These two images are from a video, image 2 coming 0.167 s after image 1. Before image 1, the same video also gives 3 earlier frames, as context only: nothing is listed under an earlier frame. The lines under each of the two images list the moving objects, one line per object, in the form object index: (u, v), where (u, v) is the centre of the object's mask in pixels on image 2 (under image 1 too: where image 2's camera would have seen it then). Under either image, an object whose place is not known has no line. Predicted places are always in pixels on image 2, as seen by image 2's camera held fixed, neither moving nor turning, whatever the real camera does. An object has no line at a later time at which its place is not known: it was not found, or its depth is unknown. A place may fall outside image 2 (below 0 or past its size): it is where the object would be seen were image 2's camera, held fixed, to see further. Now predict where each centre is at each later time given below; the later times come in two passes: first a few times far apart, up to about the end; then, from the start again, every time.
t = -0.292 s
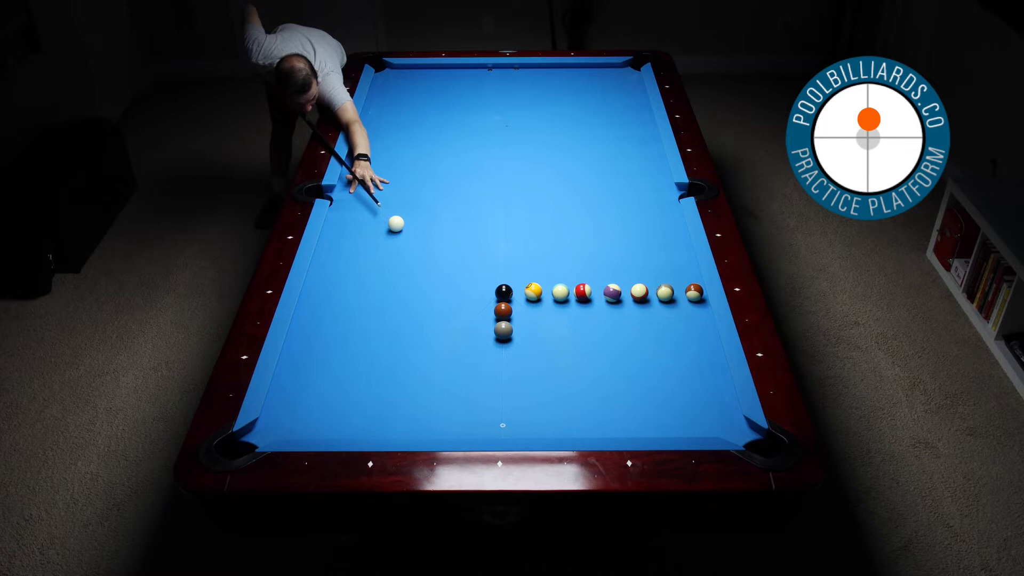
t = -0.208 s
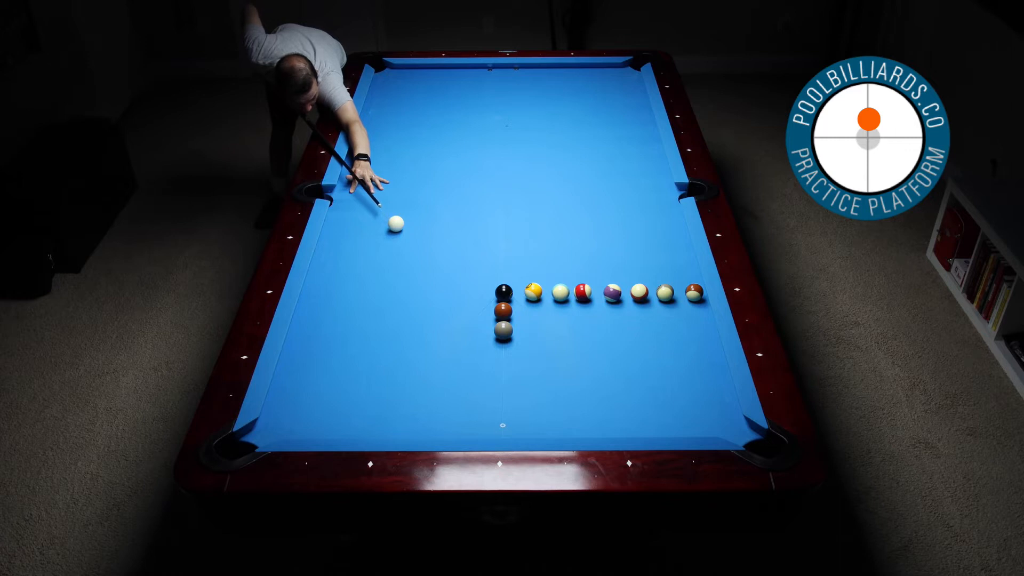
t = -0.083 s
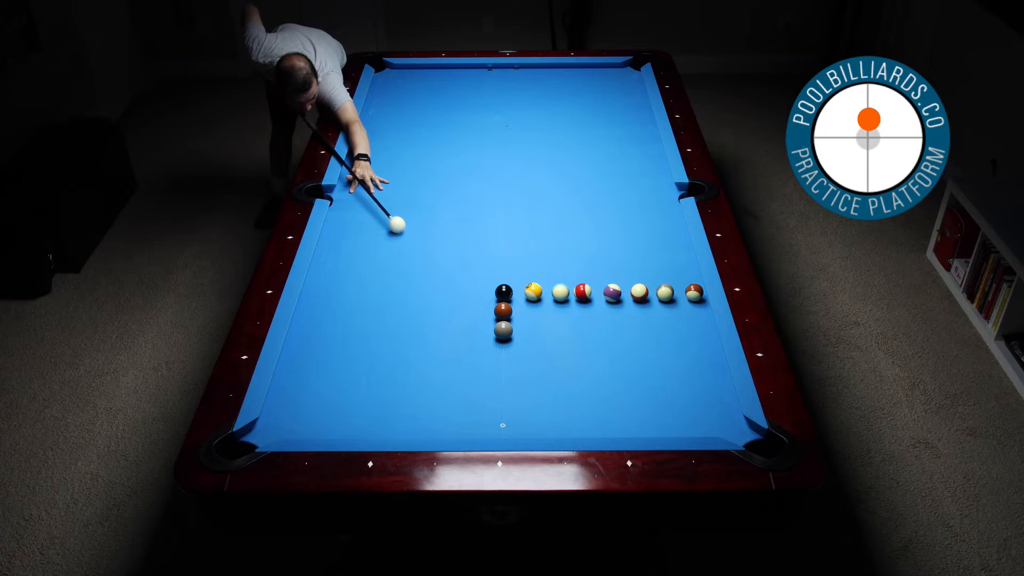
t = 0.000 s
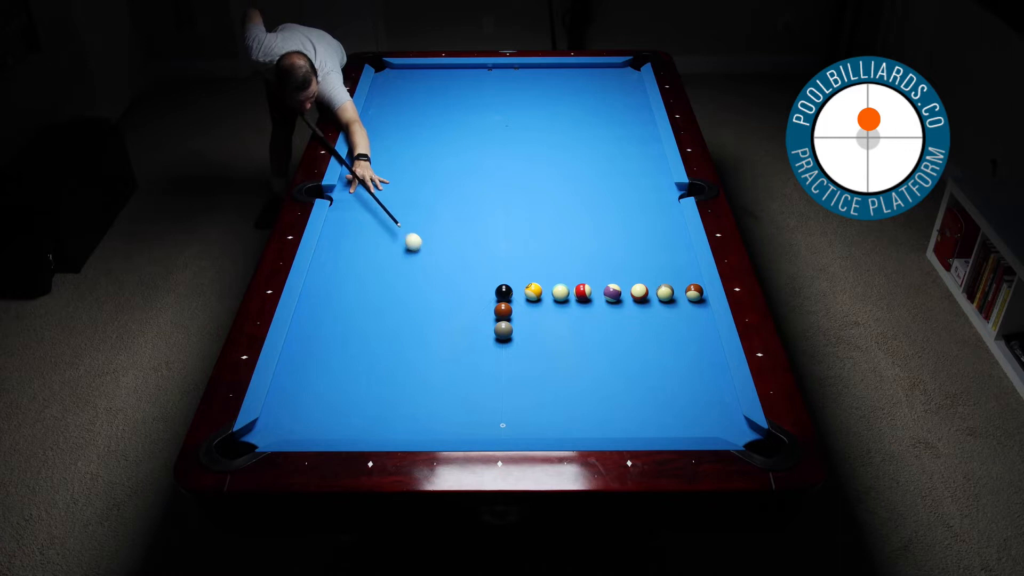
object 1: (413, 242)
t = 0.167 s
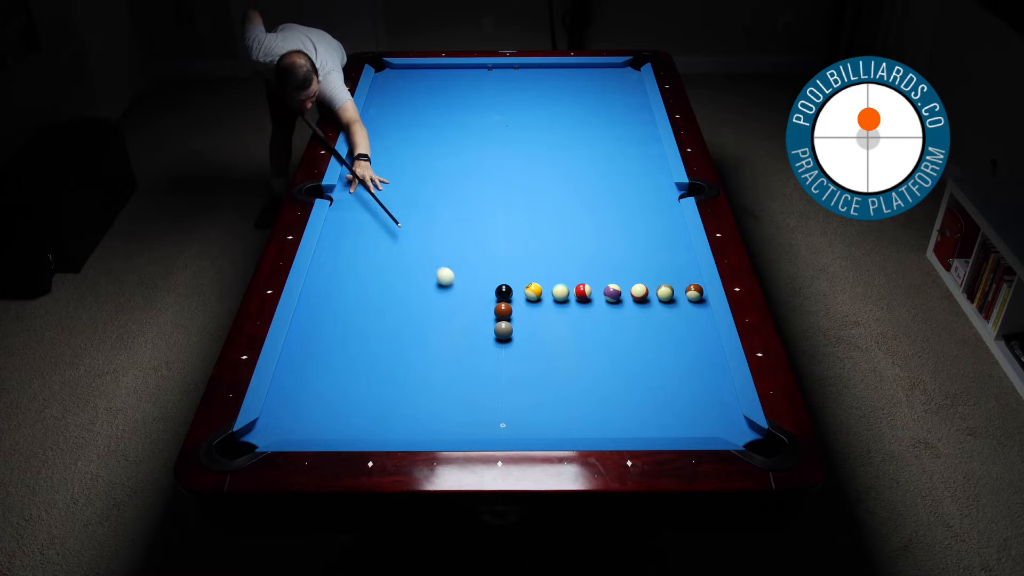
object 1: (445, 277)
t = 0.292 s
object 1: (471, 306)
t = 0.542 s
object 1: (479, 344)
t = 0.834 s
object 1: (473, 385)
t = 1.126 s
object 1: (467, 428)
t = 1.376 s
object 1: (458, 413)
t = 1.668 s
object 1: (450, 389)
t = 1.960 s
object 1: (442, 368)
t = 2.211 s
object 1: (436, 352)
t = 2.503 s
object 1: (430, 336)
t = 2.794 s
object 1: (425, 322)
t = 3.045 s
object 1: (421, 311)
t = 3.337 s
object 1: (417, 300)
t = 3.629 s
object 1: (413, 291)
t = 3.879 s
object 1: (410, 284)
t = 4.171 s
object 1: (408, 278)
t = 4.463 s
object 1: (406, 272)
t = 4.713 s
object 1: (405, 269)
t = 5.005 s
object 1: (404, 266)
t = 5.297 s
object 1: (403, 264)
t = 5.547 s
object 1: (402, 264)
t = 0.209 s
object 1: (454, 286)
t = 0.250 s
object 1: (462, 296)
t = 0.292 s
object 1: (471, 306)
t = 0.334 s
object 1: (481, 315)
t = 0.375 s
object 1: (487, 325)
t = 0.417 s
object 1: (484, 329)
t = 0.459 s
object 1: (481, 334)
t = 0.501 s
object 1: (479, 339)
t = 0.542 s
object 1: (479, 344)
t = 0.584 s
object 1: (478, 350)
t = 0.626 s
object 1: (477, 356)
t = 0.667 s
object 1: (476, 361)
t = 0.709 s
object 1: (475, 367)
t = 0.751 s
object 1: (475, 373)
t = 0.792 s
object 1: (474, 379)
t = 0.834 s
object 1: (473, 385)
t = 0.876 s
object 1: (472, 391)
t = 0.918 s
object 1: (471, 397)
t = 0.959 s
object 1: (470, 404)
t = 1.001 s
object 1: (469, 410)
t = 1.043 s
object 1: (468, 416)
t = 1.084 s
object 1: (467, 422)
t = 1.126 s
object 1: (467, 428)
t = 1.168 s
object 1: (466, 430)
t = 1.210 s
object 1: (464, 428)
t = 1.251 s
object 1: (463, 425)
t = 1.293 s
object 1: (461, 421)
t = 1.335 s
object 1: (460, 417)
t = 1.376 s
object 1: (458, 413)
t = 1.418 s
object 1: (457, 409)
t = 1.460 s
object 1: (456, 406)
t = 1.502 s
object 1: (455, 403)
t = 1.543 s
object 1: (454, 399)
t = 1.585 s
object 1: (452, 396)
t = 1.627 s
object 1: (451, 392)
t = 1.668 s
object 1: (450, 389)
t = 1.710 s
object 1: (449, 386)
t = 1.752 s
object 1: (448, 383)
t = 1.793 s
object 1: (447, 380)
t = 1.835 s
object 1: (446, 377)
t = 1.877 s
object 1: (445, 374)
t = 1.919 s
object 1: (443, 371)
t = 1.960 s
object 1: (442, 368)
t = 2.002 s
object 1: (441, 366)
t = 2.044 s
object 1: (440, 362)
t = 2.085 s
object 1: (439, 360)
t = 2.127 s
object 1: (438, 357)
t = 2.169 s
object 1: (437, 355)
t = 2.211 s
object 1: (436, 352)
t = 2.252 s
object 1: (435, 350)
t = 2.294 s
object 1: (435, 347)
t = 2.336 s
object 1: (434, 345)
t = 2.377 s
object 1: (433, 343)
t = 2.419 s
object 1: (432, 340)
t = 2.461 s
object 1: (431, 338)
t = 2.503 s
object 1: (430, 336)
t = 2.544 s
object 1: (429, 333)
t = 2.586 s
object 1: (429, 332)
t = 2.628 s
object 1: (428, 330)
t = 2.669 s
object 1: (427, 328)
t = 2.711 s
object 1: (426, 326)
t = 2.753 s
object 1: (426, 324)
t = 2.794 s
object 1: (425, 322)
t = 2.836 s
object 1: (424, 320)
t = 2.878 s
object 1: (424, 318)
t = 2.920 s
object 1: (423, 316)
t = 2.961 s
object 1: (422, 315)
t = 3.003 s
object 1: (422, 313)
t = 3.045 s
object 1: (421, 311)
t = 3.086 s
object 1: (420, 309)
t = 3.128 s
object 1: (420, 308)
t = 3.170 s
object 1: (419, 306)
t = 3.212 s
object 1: (419, 305)
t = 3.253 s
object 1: (418, 303)
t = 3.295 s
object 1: (417, 302)
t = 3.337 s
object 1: (417, 300)
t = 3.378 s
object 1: (416, 299)
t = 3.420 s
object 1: (415, 297)
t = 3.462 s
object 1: (415, 296)
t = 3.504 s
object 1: (414, 295)
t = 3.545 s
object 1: (414, 293)
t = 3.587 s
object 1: (413, 292)
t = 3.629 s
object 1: (413, 291)
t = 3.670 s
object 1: (412, 290)
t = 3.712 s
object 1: (412, 289)
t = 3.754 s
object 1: (411, 287)
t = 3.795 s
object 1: (411, 286)
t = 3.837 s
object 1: (411, 285)
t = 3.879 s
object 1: (410, 284)
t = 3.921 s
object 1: (410, 283)
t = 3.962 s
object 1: (410, 282)
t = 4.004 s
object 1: (409, 281)
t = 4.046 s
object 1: (409, 280)
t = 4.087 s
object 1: (409, 279)
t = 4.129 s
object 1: (408, 279)
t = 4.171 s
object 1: (408, 278)
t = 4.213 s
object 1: (408, 277)
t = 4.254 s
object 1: (407, 276)
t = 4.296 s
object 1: (407, 275)
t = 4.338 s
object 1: (407, 274)
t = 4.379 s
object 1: (407, 274)
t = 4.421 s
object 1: (406, 273)
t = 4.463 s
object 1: (406, 272)
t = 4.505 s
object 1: (406, 271)
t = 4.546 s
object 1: (406, 271)
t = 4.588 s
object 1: (406, 270)
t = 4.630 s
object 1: (405, 270)
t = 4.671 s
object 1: (405, 269)
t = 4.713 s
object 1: (405, 269)
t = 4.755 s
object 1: (405, 268)
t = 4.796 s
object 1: (405, 268)
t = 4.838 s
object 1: (404, 267)
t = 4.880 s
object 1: (404, 267)
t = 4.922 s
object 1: (404, 267)
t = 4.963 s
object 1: (404, 266)
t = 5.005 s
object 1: (404, 266)
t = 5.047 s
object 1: (404, 265)
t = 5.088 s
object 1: (404, 265)
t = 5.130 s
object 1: (403, 265)
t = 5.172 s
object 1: (403, 265)
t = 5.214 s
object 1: (403, 264)
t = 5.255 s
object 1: (403, 264)
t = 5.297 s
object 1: (403, 264)
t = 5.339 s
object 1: (403, 264)
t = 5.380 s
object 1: (403, 264)
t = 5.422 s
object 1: (402, 264)
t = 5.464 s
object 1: (402, 264)
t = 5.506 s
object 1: (402, 264)
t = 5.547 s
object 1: (402, 264)
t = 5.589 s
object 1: (402, 264)
